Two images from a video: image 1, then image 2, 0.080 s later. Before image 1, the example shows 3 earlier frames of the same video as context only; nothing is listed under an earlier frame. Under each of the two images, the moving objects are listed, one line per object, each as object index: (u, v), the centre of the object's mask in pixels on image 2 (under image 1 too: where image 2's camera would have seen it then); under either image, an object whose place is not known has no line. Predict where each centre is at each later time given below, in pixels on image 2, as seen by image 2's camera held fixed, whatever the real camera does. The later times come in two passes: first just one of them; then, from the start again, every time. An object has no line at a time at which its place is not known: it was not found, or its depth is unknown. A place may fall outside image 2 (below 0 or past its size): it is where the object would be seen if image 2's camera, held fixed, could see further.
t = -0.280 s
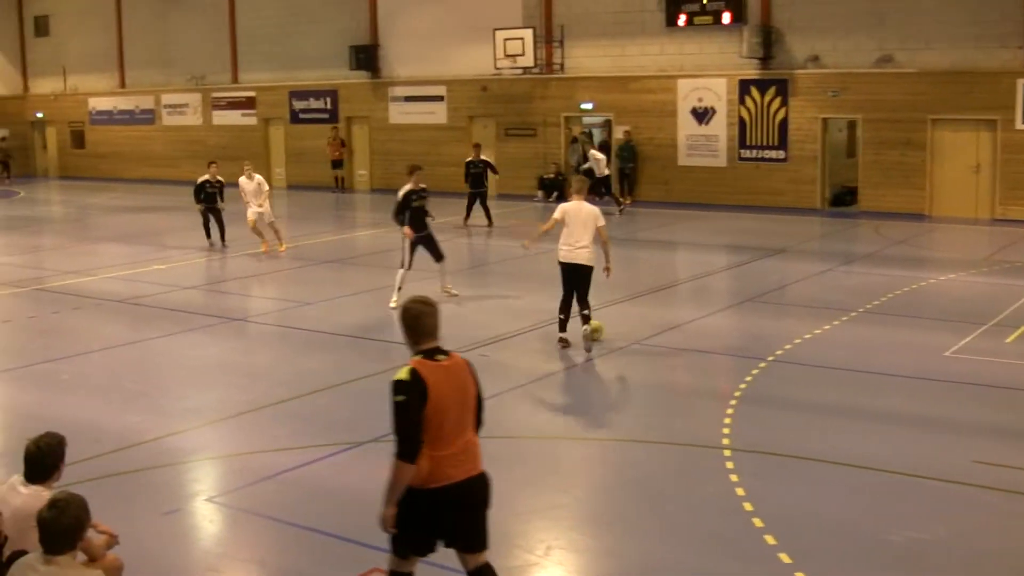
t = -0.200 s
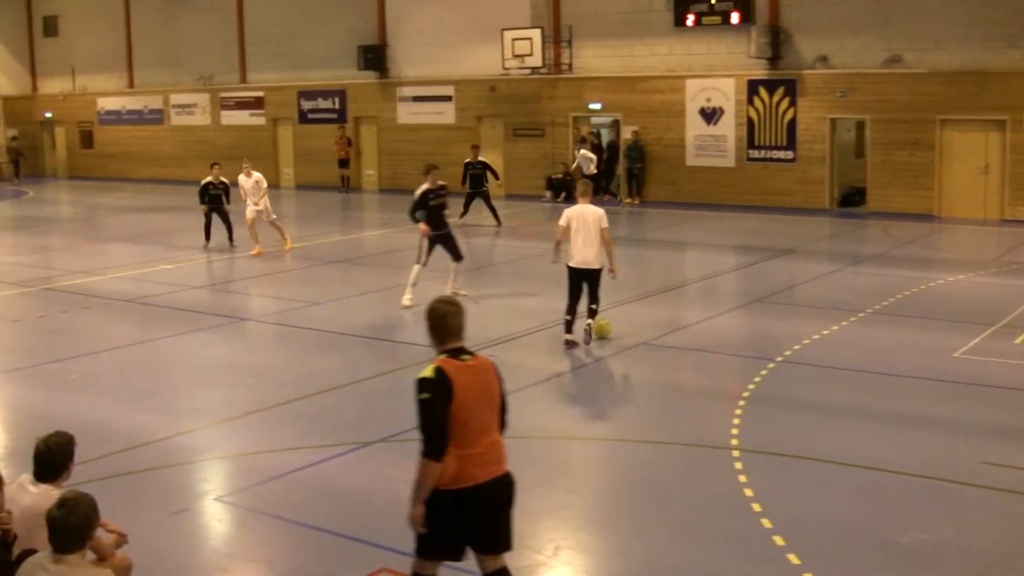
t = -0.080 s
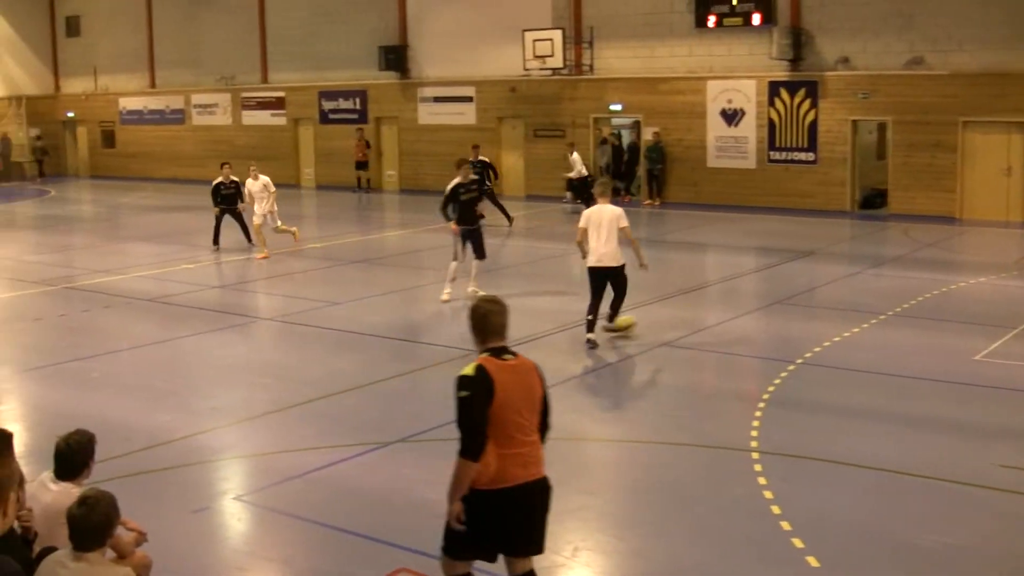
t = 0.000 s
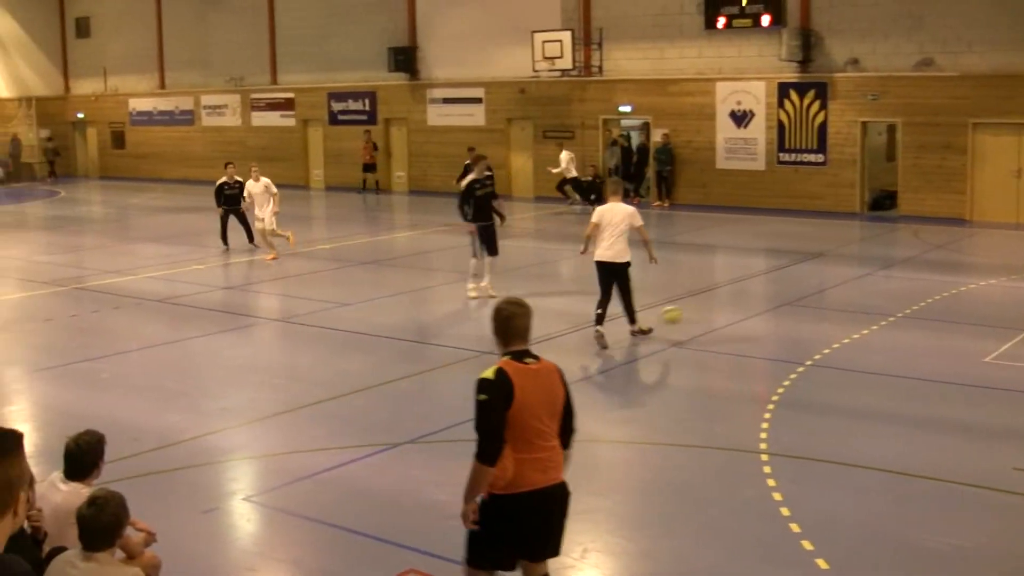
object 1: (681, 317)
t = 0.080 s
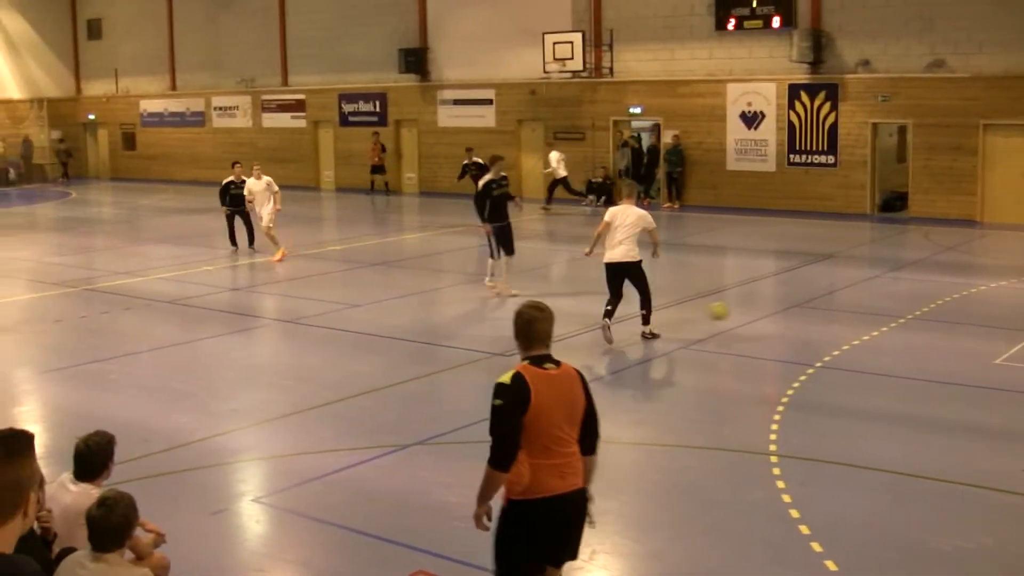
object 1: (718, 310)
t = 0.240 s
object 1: (798, 316)
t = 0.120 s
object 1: (737, 309)
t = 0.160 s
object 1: (756, 311)
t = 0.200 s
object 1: (776, 313)
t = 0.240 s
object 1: (798, 316)
